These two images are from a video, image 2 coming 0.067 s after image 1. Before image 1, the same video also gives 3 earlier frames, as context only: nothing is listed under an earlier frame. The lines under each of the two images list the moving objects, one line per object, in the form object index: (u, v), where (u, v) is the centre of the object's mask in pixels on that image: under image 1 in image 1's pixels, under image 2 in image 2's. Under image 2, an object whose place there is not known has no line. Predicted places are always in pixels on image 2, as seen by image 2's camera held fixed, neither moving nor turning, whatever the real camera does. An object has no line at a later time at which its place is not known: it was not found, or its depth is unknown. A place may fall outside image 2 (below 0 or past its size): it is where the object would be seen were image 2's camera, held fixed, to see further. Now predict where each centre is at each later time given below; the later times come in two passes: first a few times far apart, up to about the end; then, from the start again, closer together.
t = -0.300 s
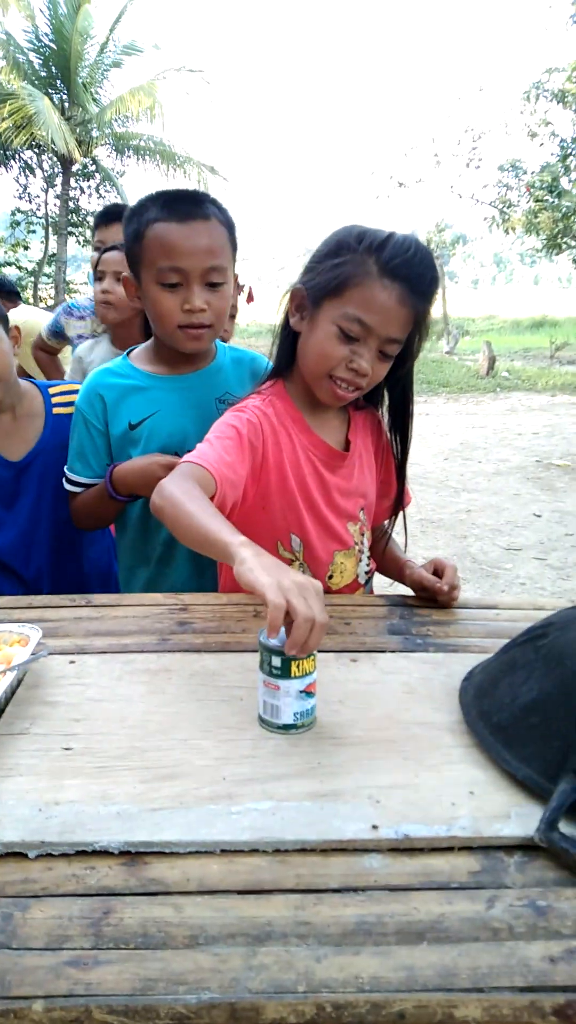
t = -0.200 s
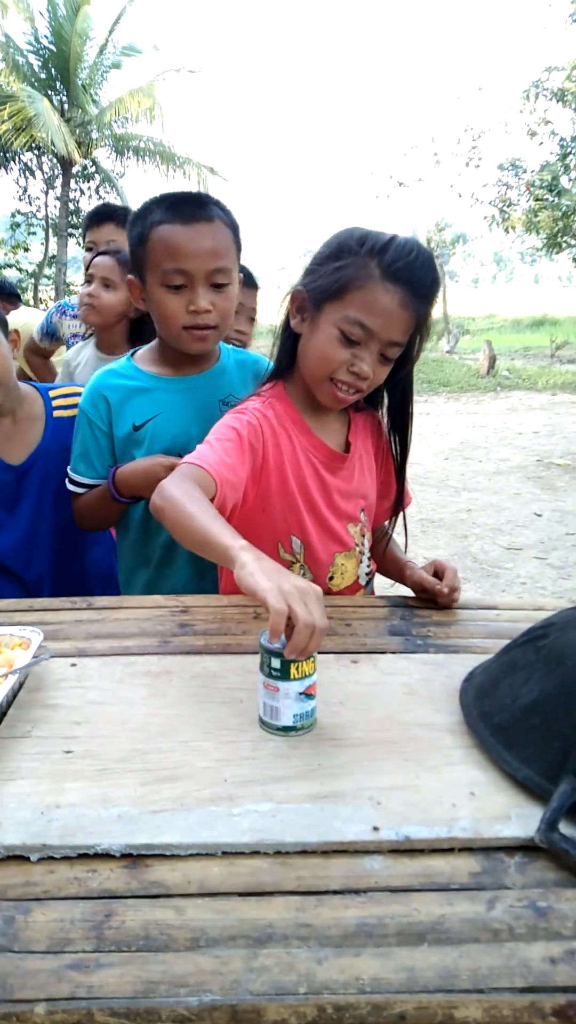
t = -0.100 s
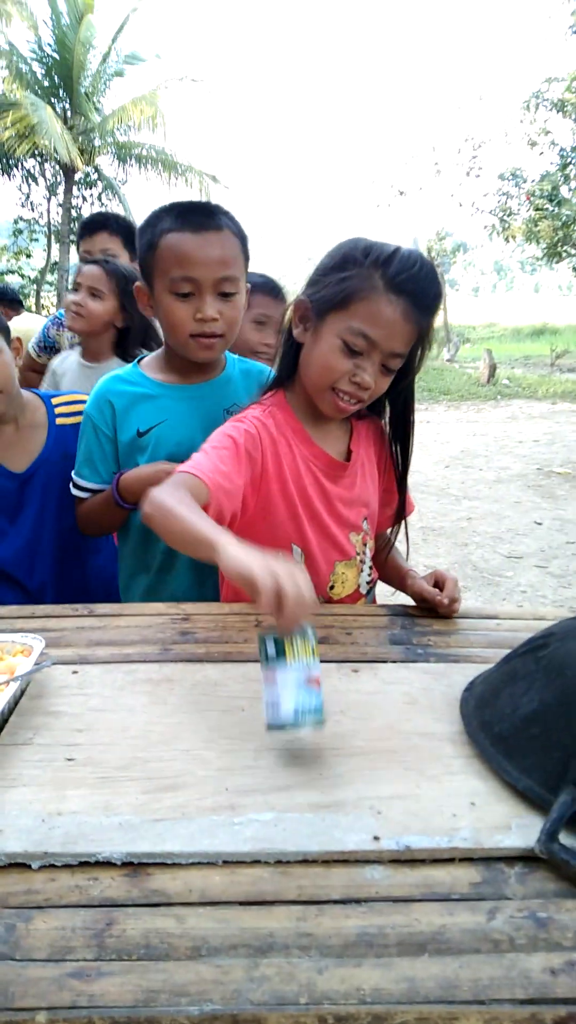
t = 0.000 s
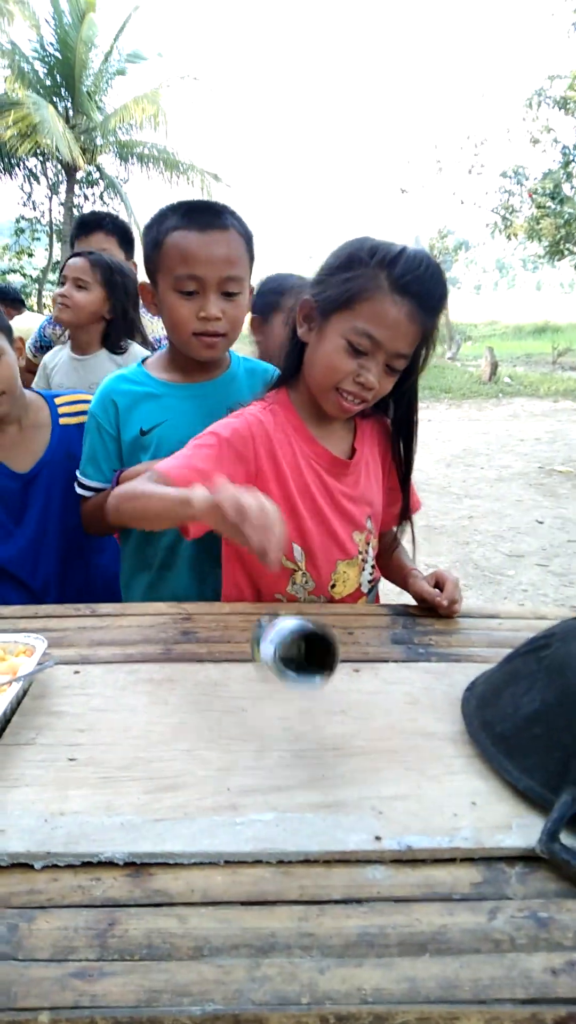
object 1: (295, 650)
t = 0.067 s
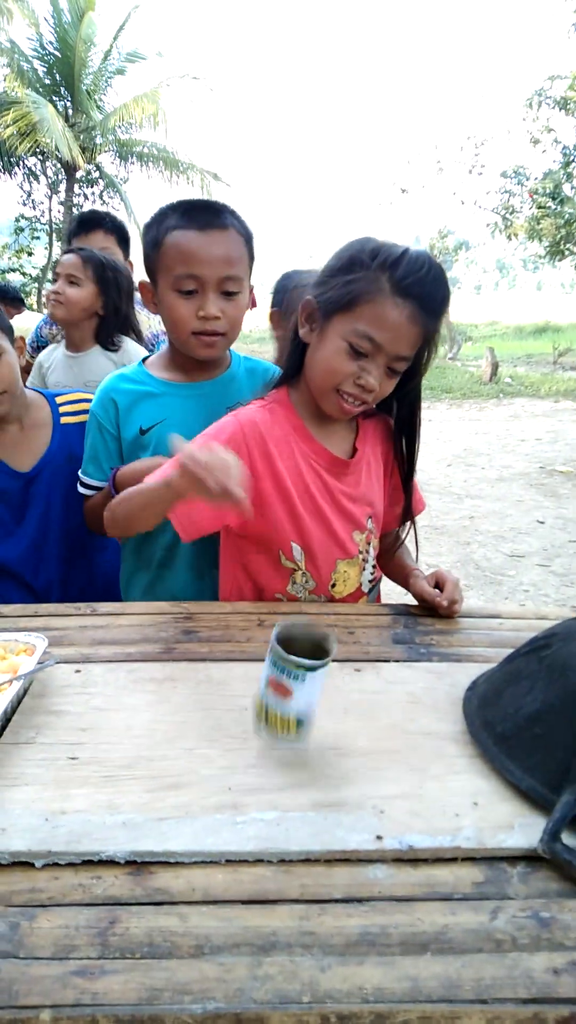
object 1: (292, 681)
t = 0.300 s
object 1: (286, 725)
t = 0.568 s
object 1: (337, 767)
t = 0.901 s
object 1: (339, 778)
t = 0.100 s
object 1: (290, 711)
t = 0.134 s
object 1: (285, 715)
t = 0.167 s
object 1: (281, 719)
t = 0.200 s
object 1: (279, 720)
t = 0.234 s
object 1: (280, 723)
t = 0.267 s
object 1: (283, 724)
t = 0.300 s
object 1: (286, 725)
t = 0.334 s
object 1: (290, 726)
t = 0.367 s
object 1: (293, 728)
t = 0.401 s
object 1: (297, 729)
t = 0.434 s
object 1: (302, 731)
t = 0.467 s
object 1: (308, 735)
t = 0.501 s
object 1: (315, 740)
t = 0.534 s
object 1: (324, 749)
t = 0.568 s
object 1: (337, 767)
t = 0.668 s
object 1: (341, 775)
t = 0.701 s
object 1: (341, 776)
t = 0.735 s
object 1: (340, 777)
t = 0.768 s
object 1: (339, 777)
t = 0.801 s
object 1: (339, 778)
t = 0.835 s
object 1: (339, 778)
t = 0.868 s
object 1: (339, 778)
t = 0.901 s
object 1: (339, 778)
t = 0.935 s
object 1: (339, 778)
